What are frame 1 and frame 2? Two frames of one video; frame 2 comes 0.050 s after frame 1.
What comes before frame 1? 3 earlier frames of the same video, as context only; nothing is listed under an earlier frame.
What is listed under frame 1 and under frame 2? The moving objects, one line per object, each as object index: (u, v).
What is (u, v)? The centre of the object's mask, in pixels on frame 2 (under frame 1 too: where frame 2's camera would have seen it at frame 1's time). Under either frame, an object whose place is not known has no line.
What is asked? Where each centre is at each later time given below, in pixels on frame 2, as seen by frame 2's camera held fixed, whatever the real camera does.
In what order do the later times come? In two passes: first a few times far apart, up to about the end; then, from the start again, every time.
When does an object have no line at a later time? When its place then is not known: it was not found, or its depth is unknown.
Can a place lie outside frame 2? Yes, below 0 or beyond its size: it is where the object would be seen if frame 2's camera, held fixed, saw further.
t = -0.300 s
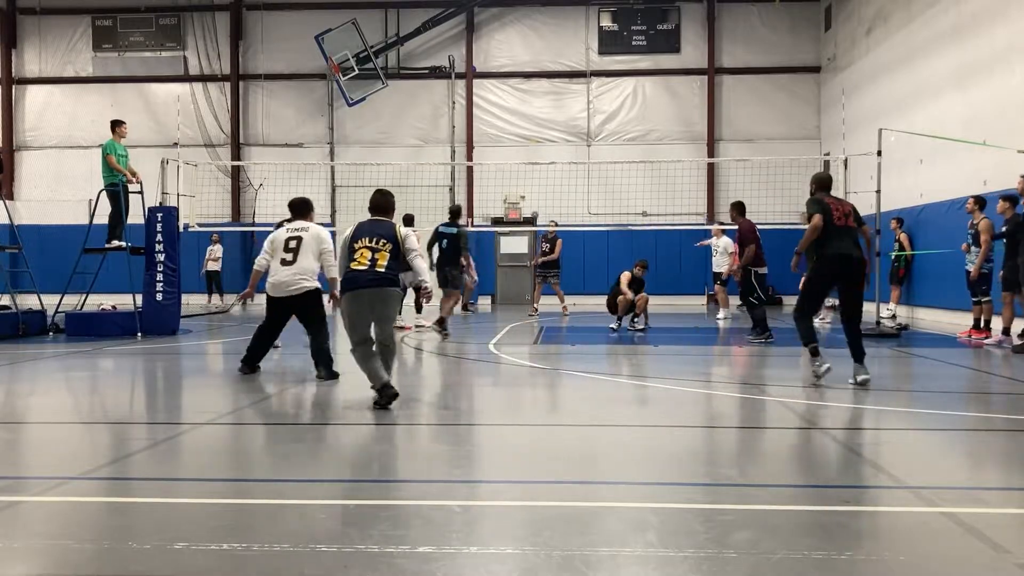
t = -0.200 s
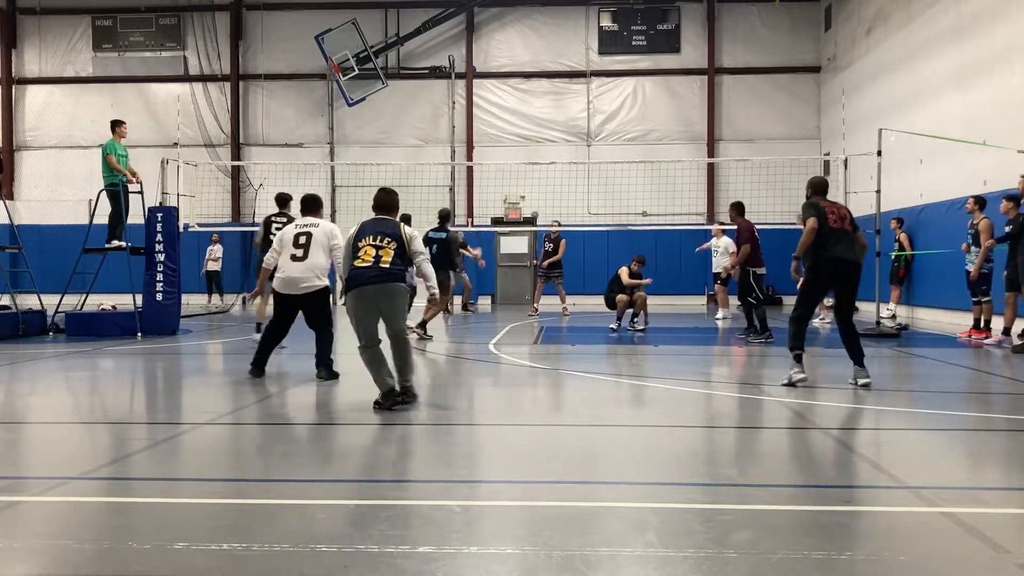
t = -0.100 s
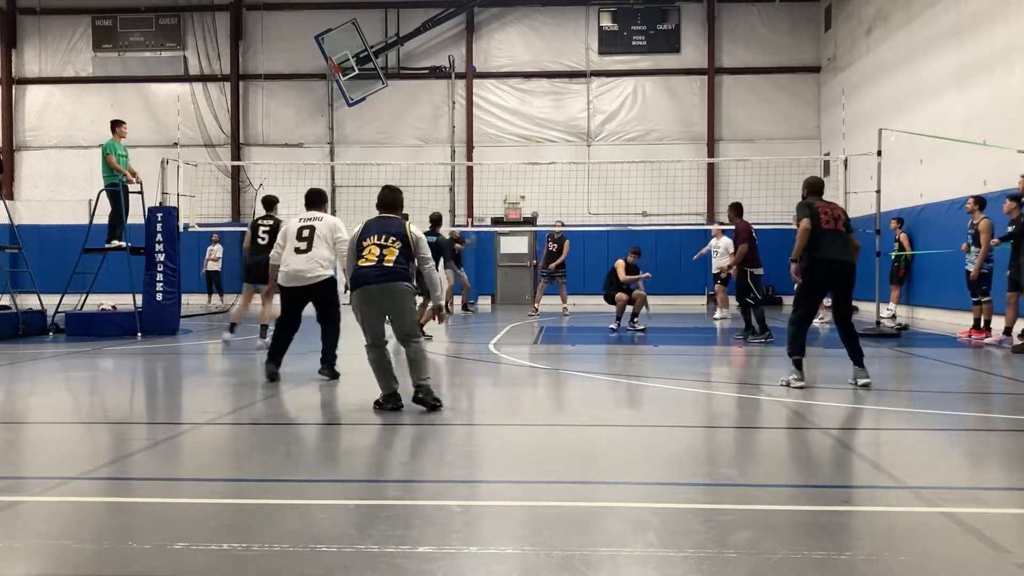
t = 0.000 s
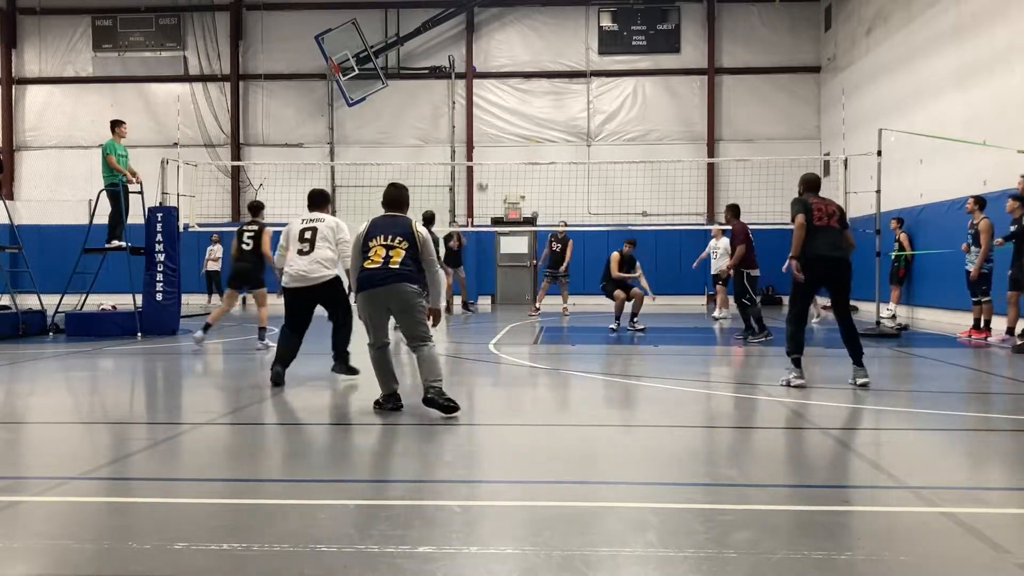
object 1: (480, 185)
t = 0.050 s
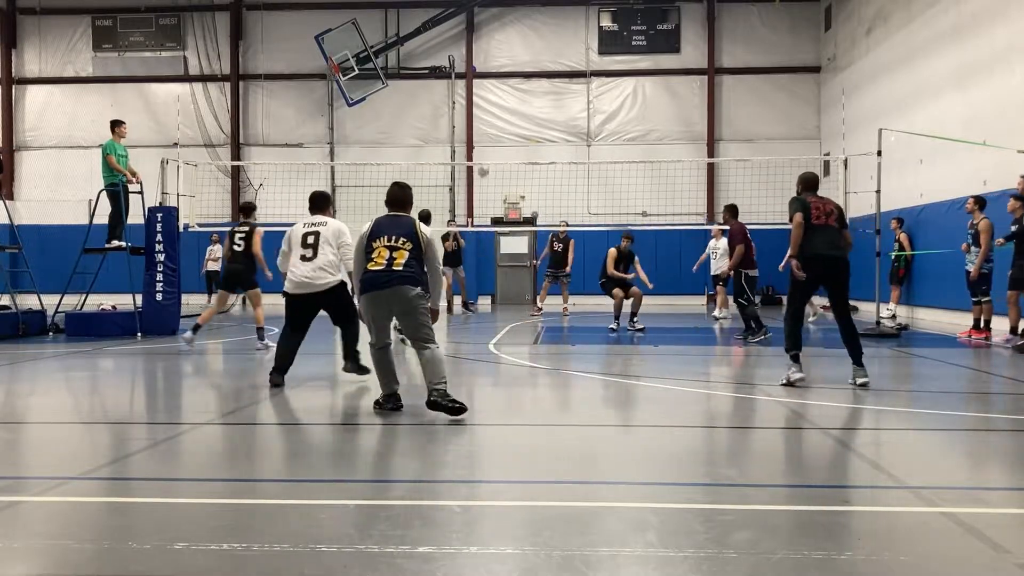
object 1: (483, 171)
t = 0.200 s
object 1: (488, 131)
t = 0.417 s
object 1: (495, 90)
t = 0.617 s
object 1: (504, 76)
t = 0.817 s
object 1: (512, 92)
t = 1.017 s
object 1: (522, 145)
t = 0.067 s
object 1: (484, 167)
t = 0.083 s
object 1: (482, 160)
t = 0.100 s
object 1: (484, 157)
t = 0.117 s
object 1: (485, 152)
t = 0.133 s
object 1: (486, 148)
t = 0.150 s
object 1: (486, 144)
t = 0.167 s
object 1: (487, 139)
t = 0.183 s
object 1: (488, 132)
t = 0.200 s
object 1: (488, 131)
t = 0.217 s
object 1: (488, 127)
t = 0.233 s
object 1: (489, 123)
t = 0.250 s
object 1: (490, 120)
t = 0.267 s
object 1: (490, 116)
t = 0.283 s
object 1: (491, 113)
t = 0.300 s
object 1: (491, 108)
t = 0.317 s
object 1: (492, 107)
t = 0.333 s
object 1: (492, 103)
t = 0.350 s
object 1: (493, 100)
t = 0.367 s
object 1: (493, 98)
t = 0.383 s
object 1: (494, 95)
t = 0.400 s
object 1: (495, 93)
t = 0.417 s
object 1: (495, 90)
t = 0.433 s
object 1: (496, 88)
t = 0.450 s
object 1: (497, 86)
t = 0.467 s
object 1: (498, 84)
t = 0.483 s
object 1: (498, 82)
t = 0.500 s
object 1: (499, 80)
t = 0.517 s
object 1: (499, 79)
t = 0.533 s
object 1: (500, 78)
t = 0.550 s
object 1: (501, 77)
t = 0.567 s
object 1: (501, 77)
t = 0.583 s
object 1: (503, 76)
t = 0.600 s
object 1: (503, 76)
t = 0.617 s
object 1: (504, 76)
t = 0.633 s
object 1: (504, 76)
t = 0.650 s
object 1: (505, 76)
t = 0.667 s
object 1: (506, 77)
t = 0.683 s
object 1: (506, 77)
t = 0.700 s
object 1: (507, 78)
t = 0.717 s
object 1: (508, 79)
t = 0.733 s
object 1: (508, 81)
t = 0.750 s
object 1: (509, 82)
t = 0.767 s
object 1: (510, 84)
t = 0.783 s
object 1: (511, 87)
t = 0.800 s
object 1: (512, 90)
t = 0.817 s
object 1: (512, 92)
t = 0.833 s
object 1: (513, 93)
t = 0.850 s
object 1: (514, 98)
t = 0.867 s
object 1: (515, 101)
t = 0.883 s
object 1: (516, 106)
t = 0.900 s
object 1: (517, 109)
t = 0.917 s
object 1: (517, 114)
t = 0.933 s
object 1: (518, 118)
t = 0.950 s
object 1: (519, 122)
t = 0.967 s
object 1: (520, 128)
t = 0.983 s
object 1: (521, 134)
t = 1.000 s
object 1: (522, 140)
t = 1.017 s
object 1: (522, 145)
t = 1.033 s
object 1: (524, 151)
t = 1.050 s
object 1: (525, 158)
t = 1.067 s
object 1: (526, 166)
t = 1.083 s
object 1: (526, 172)
